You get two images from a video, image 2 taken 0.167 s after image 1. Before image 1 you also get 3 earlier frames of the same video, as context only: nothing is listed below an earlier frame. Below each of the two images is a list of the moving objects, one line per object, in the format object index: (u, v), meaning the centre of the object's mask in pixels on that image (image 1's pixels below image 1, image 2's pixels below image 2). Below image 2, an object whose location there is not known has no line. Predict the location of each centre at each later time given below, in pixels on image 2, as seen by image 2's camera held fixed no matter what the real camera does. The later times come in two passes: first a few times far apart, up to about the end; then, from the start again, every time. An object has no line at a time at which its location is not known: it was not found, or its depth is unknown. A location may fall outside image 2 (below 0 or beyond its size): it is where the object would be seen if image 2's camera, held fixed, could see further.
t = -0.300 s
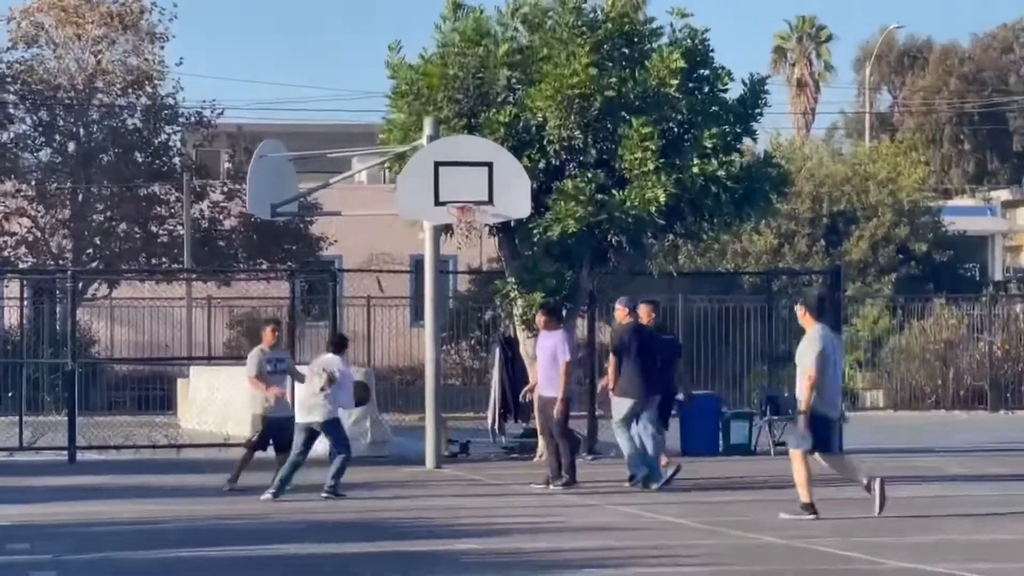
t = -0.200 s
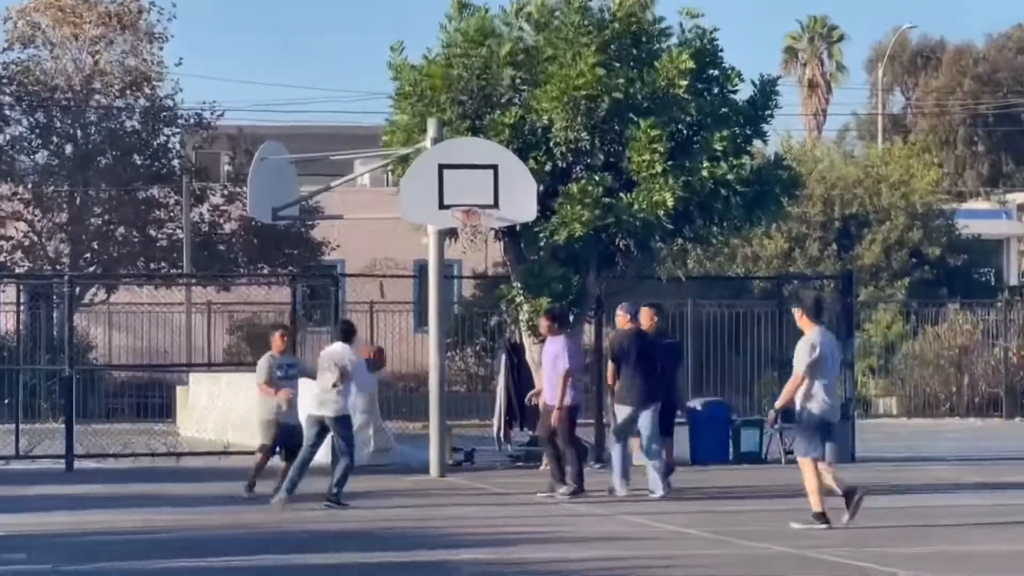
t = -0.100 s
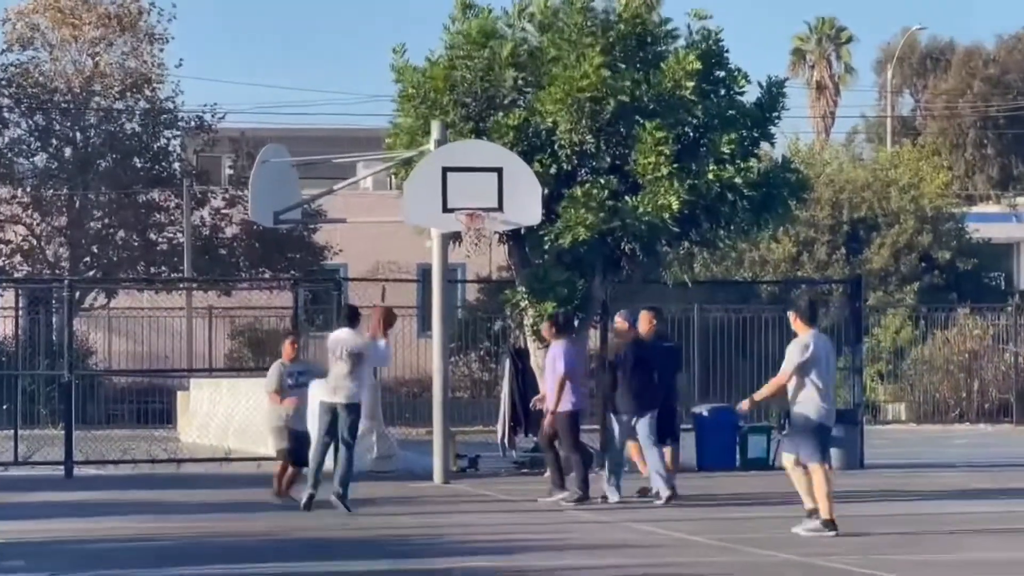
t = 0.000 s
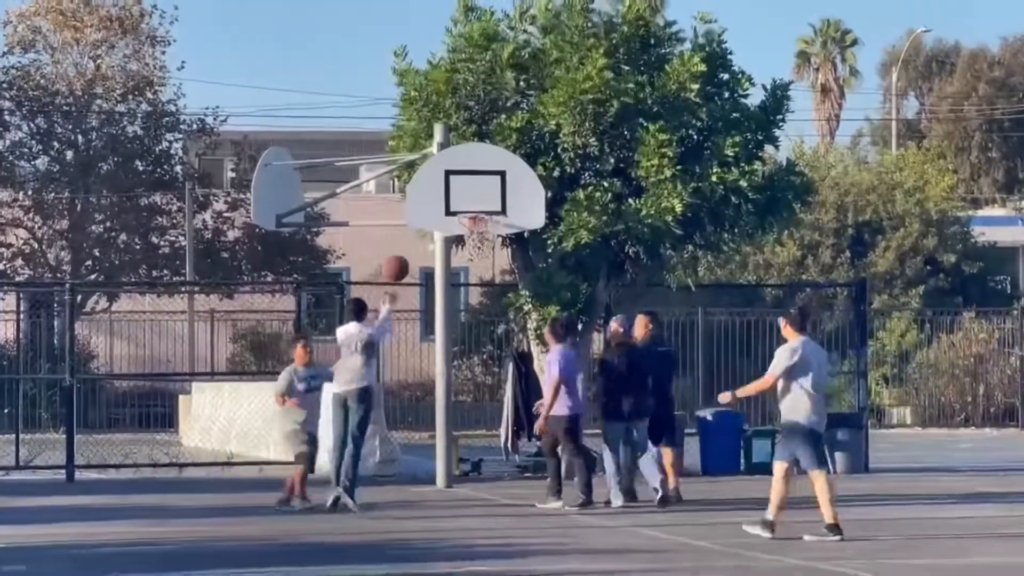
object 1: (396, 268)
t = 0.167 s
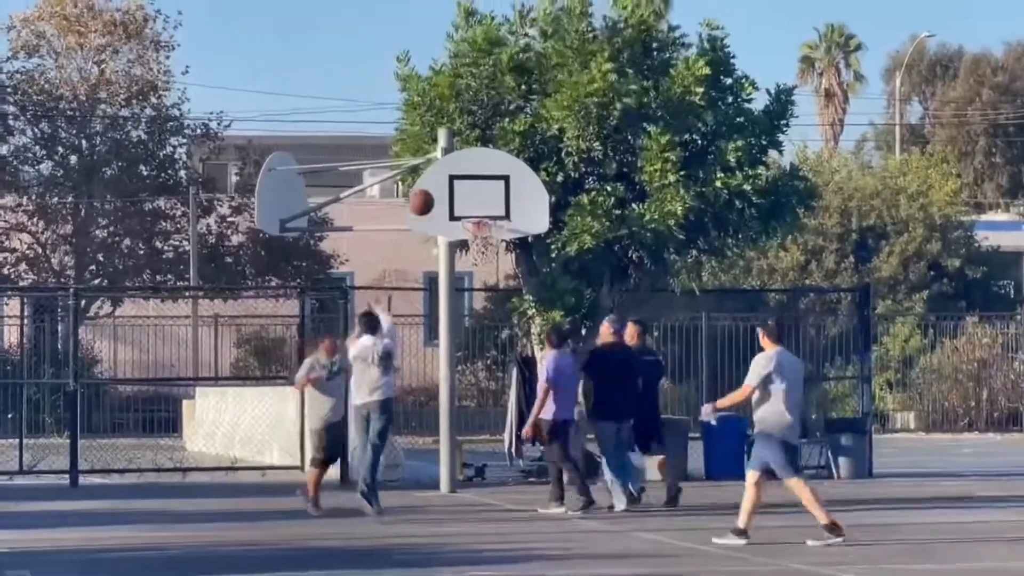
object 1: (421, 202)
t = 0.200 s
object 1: (424, 191)
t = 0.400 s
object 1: (448, 159)
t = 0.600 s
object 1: (471, 166)
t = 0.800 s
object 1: (498, 206)
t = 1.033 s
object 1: (458, 177)
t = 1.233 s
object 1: (415, 187)
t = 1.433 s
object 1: (375, 237)
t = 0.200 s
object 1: (424, 191)
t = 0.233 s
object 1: (429, 183)
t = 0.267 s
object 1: (433, 176)
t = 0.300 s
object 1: (437, 169)
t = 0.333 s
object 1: (441, 164)
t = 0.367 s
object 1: (444, 161)
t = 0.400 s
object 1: (448, 159)
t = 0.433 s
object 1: (452, 158)
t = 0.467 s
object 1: (454, 157)
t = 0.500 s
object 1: (458, 157)
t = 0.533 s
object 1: (462, 160)
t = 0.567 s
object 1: (467, 162)
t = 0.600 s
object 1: (471, 166)
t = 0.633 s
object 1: (474, 171)
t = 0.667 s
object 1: (478, 178)
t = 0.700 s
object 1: (482, 186)
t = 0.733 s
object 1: (487, 191)
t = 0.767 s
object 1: (493, 198)
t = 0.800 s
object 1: (498, 206)
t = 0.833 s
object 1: (497, 208)
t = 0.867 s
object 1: (493, 201)
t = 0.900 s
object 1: (486, 194)
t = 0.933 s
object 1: (479, 188)
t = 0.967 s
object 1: (472, 183)
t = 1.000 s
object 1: (465, 180)
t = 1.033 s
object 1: (458, 177)
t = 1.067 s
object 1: (452, 176)
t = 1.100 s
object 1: (444, 176)
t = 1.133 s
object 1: (437, 177)
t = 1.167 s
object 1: (431, 179)
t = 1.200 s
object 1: (422, 182)
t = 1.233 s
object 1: (415, 187)
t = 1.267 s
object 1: (409, 193)
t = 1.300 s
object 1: (402, 197)
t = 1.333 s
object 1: (396, 206)
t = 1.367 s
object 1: (389, 214)
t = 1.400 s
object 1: (381, 225)
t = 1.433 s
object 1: (375, 237)
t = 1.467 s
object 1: (368, 250)
